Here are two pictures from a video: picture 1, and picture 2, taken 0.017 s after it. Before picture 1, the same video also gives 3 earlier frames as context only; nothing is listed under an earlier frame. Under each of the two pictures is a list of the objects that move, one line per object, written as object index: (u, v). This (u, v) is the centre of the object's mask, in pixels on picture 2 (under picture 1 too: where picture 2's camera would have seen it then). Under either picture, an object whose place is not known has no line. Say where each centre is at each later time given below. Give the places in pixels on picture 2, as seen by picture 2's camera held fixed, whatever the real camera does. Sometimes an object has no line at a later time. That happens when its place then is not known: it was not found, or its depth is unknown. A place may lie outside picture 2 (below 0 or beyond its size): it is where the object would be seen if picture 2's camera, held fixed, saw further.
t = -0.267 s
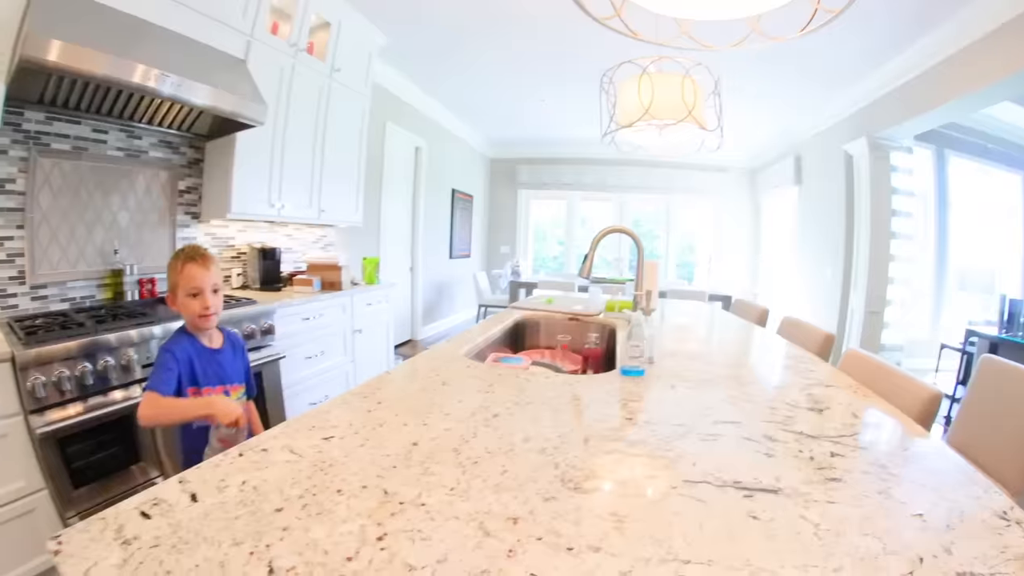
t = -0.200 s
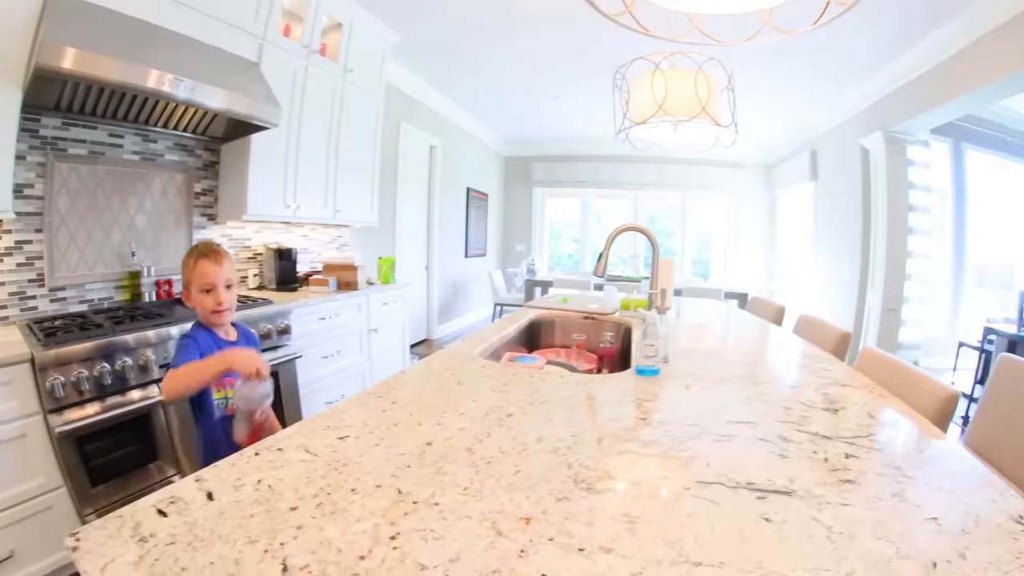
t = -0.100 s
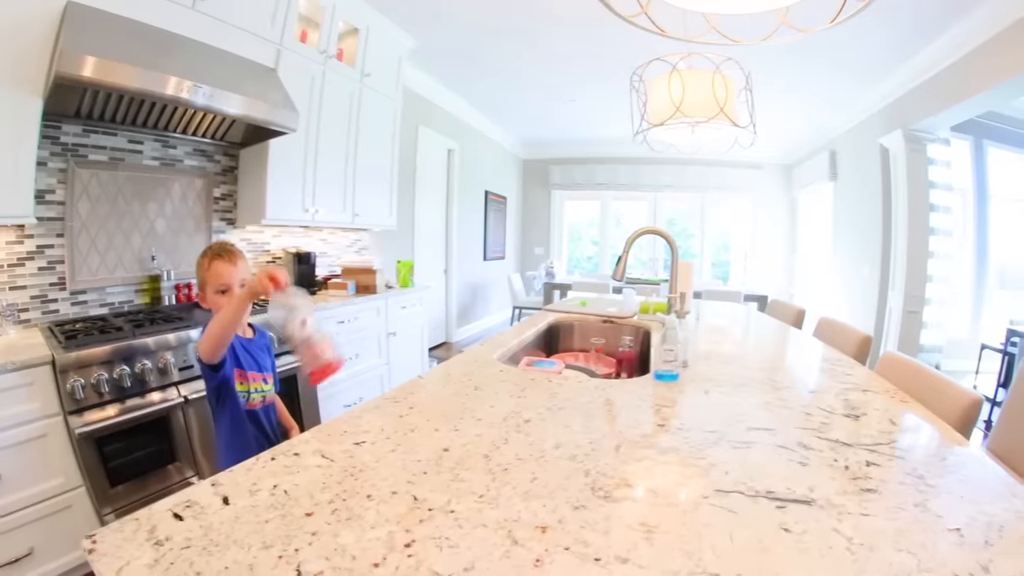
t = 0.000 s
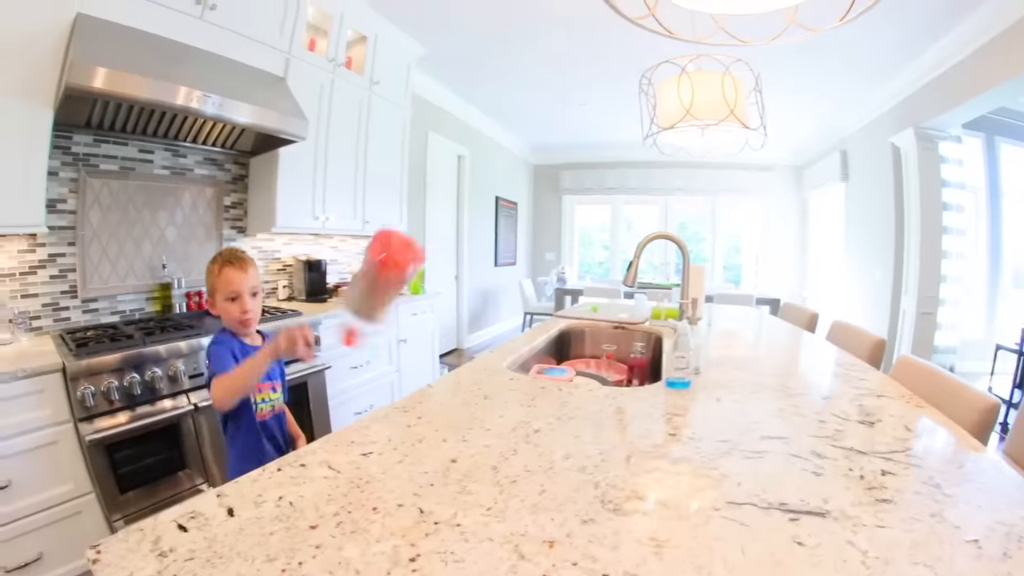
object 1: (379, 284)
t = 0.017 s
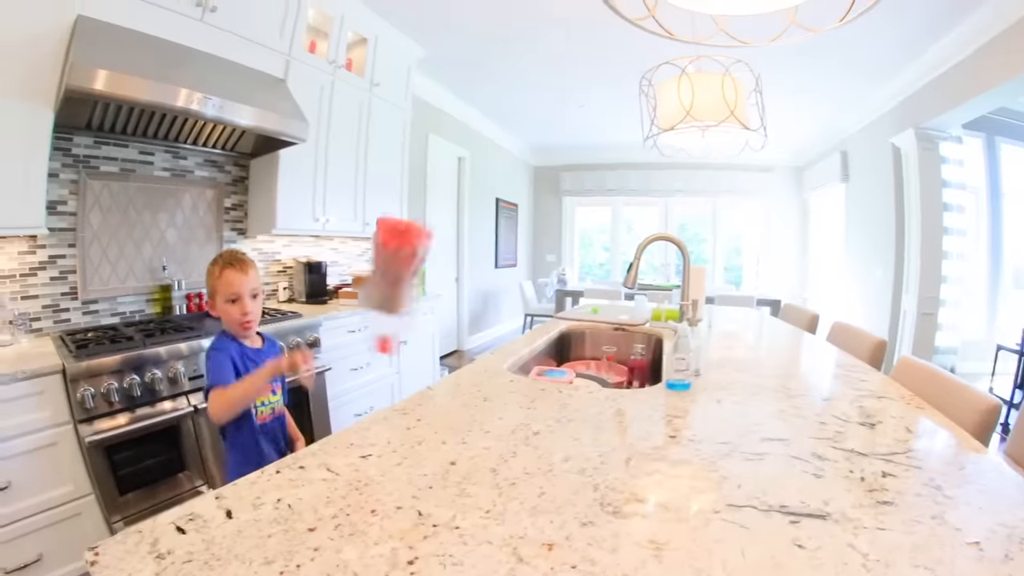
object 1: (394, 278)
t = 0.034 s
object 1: (412, 271)
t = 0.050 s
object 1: (435, 259)
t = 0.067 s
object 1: (455, 243)
